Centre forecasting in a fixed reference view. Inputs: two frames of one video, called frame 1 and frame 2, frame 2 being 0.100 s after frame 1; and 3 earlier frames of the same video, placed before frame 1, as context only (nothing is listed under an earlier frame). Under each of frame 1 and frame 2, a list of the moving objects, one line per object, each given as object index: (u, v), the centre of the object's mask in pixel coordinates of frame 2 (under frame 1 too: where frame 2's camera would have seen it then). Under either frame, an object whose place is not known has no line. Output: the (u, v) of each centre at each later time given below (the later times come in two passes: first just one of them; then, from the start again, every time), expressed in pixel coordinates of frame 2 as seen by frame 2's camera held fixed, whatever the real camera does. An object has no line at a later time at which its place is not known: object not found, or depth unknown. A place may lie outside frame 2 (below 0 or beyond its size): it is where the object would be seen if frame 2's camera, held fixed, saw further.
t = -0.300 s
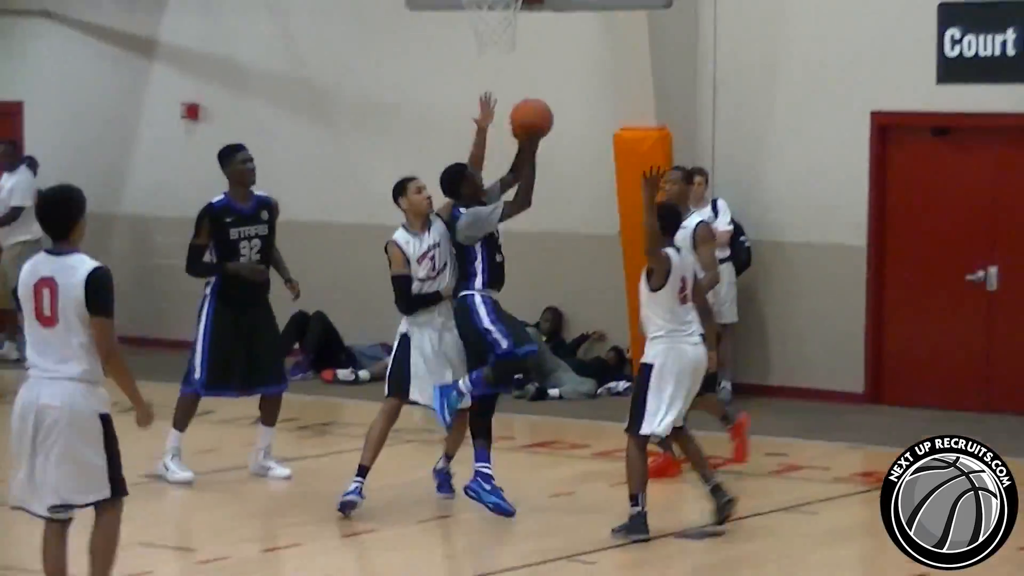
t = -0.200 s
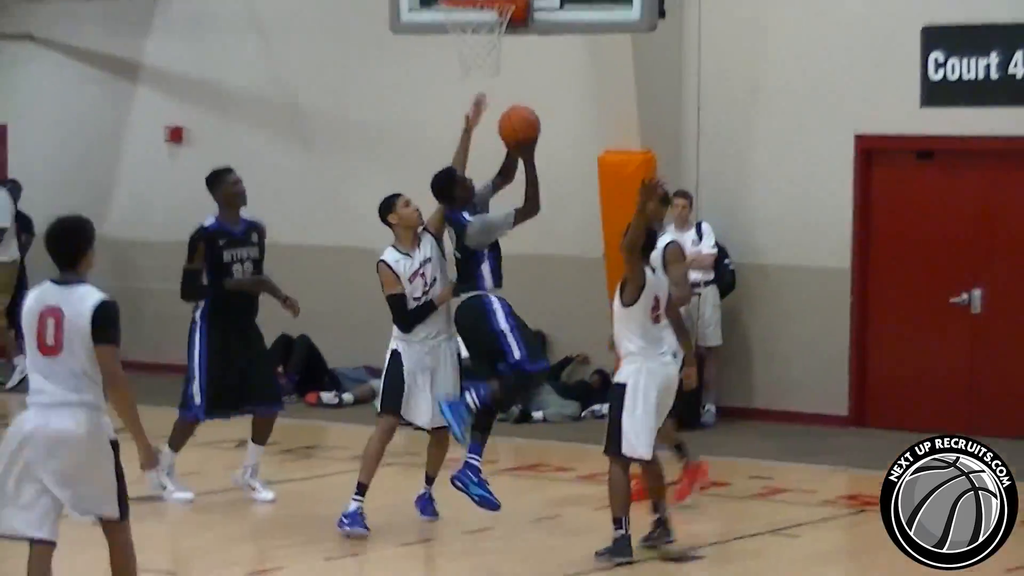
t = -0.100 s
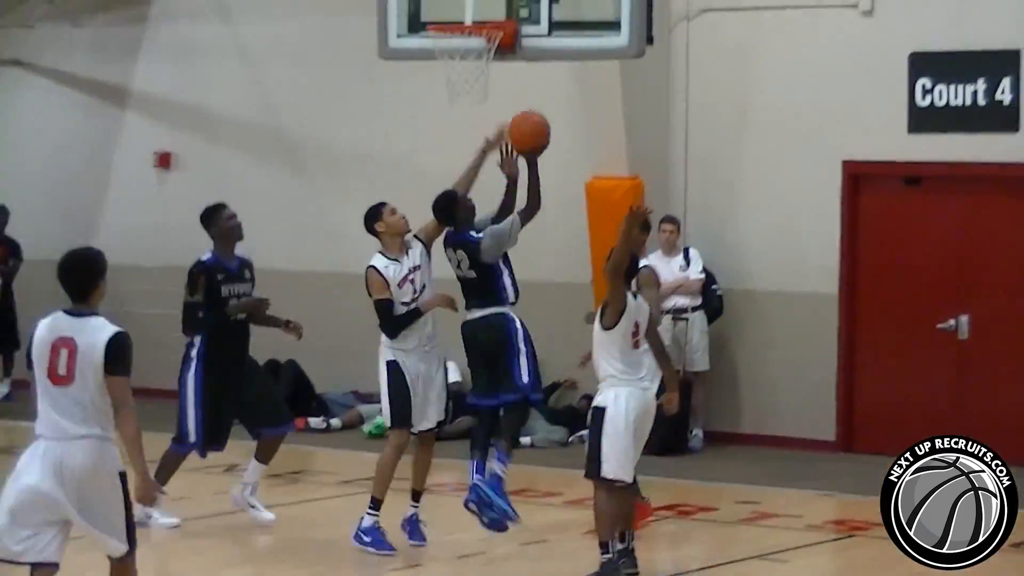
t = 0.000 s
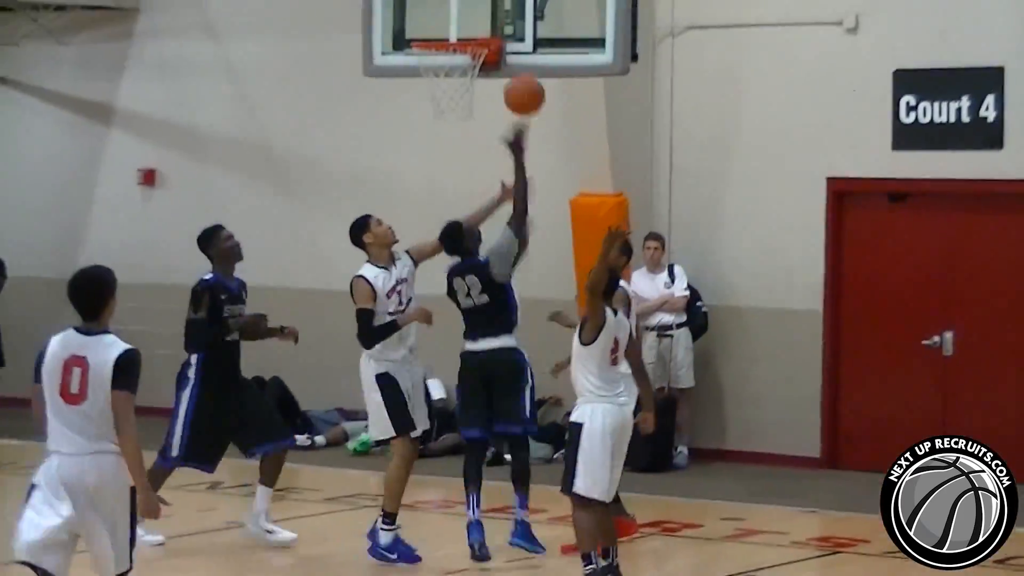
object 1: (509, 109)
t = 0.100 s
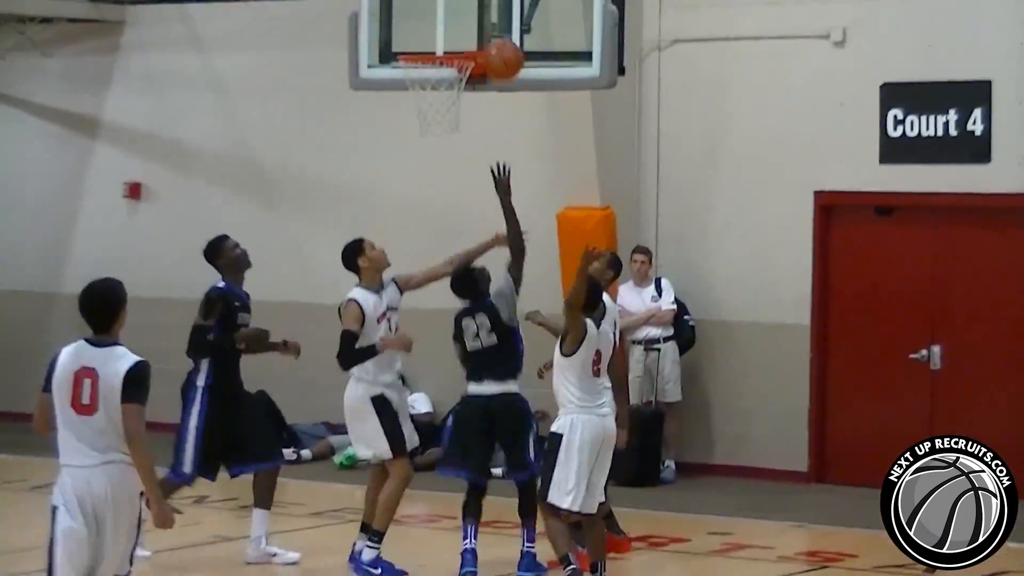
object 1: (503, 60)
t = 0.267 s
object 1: (491, 20)
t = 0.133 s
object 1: (500, 48)
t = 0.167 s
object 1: (498, 38)
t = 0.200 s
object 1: (495, 30)
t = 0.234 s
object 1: (493, 24)
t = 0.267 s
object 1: (491, 20)
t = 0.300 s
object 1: (483, 16)
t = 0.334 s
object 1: (473, 15)
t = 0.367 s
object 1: (464, 15)
